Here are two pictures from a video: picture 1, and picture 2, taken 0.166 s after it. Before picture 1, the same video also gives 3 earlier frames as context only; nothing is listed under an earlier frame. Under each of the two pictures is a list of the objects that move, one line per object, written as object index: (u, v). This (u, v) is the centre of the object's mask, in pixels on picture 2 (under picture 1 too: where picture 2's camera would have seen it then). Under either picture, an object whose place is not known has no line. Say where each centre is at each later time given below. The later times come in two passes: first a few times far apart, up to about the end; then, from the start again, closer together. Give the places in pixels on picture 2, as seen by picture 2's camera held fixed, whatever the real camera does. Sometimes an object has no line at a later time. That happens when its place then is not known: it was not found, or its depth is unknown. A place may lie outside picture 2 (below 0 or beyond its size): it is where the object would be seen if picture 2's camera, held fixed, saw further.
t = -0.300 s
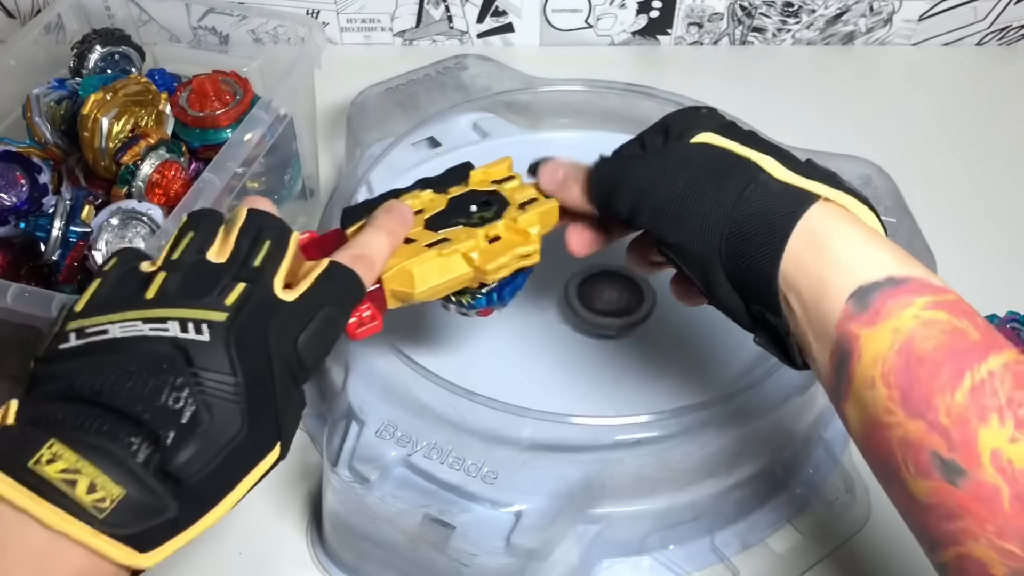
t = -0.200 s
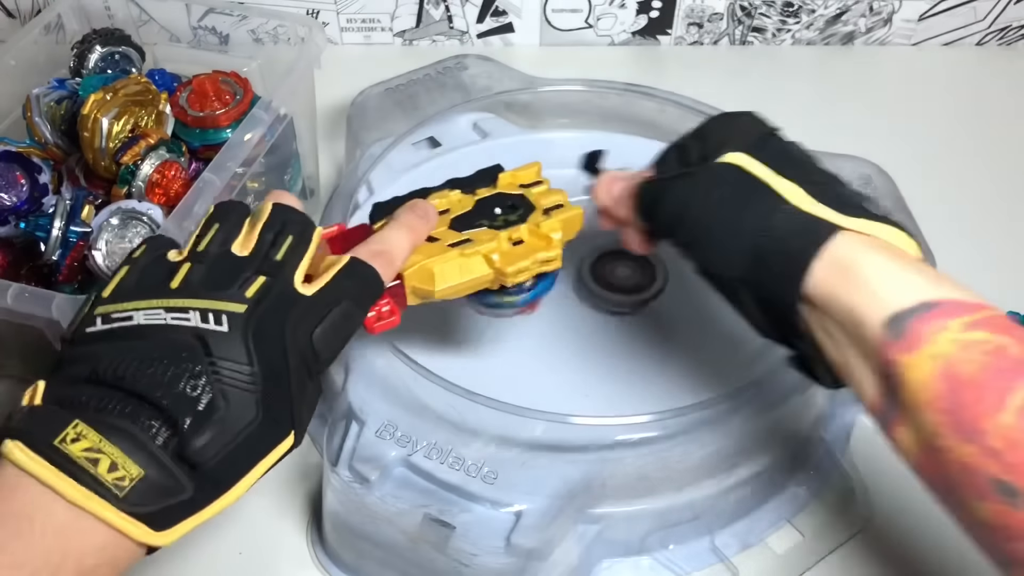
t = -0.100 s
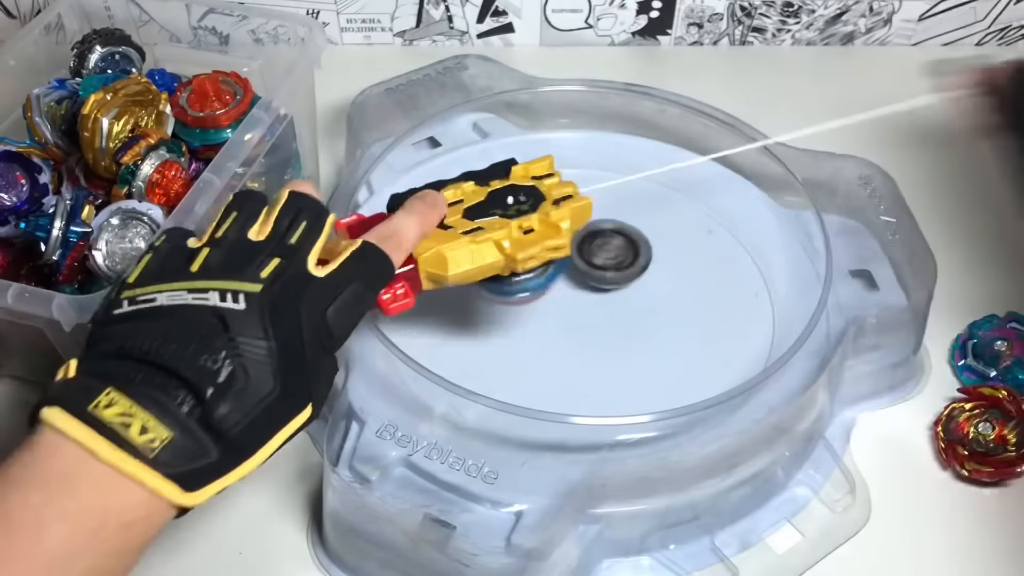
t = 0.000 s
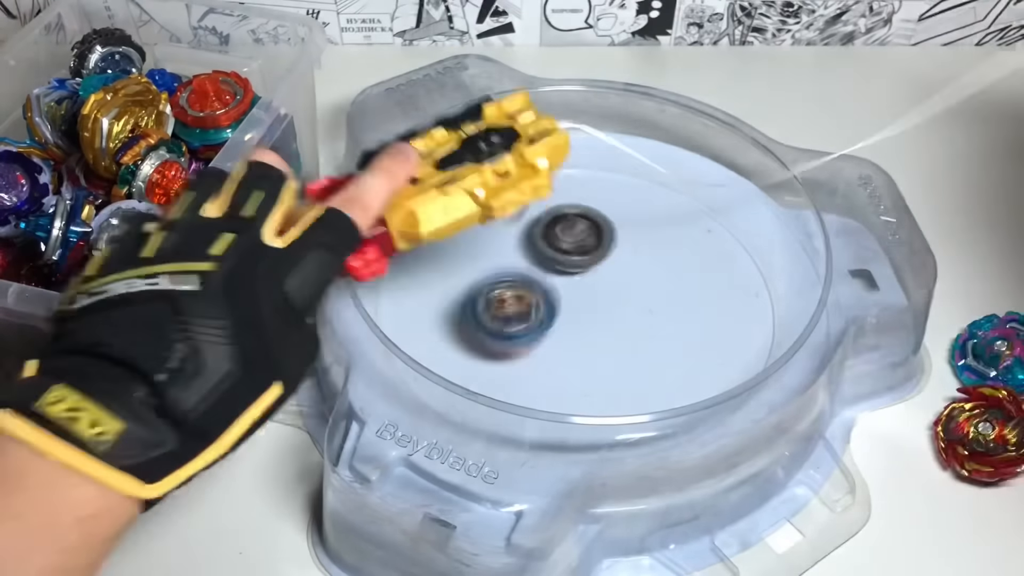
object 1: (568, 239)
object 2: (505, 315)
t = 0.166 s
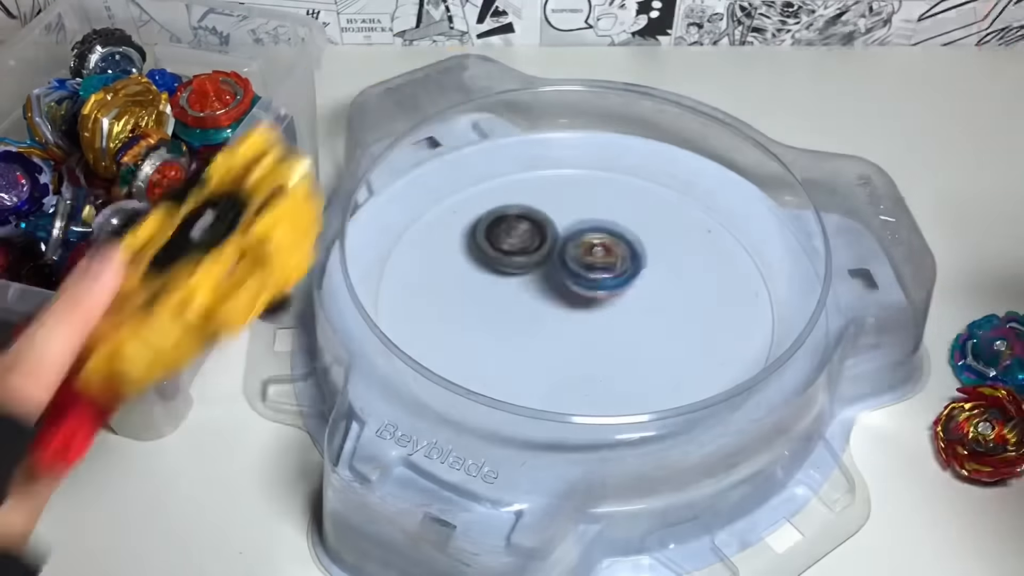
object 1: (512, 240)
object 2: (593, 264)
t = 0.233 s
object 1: (499, 256)
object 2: (618, 265)
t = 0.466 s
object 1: (535, 342)
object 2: (595, 198)
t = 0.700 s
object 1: (673, 329)
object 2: (467, 245)
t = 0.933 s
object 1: (661, 233)
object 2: (478, 388)
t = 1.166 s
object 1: (515, 212)
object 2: (718, 380)
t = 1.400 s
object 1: (449, 315)
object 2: (691, 189)
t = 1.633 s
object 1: (622, 397)
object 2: (426, 195)
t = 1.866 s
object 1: (741, 285)
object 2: (555, 426)
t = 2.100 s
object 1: (599, 166)
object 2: (766, 273)
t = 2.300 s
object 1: (428, 200)
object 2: (598, 153)
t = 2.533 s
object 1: (483, 399)
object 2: (383, 300)
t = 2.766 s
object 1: (758, 314)
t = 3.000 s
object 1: (565, 155)
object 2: (715, 208)
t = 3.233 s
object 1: (390, 301)
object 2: (493, 192)
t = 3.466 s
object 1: (660, 408)
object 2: (405, 346)
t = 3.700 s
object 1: (732, 228)
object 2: (669, 411)
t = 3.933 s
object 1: (522, 161)
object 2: (727, 247)
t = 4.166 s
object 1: (394, 298)
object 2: (542, 166)
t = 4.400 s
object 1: (584, 416)
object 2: (389, 264)
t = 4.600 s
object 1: (744, 326)
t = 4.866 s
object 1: (643, 175)
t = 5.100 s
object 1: (433, 194)
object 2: (522, 161)
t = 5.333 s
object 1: (444, 369)
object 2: (431, 259)
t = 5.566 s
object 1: (672, 384)
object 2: (579, 361)
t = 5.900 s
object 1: (752, 194)
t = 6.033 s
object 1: (664, 205)
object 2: (566, 246)
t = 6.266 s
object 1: (580, 257)
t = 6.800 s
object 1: (644, 262)
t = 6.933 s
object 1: (610, 258)
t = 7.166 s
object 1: (527, 235)
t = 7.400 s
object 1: (503, 242)
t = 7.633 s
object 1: (536, 284)
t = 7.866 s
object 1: (657, 212)
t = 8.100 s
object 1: (640, 189)
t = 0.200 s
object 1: (505, 246)
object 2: (610, 277)
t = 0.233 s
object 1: (499, 256)
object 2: (618, 265)
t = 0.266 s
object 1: (494, 269)
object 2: (620, 239)
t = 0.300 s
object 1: (492, 282)
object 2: (623, 221)
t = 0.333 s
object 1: (492, 295)
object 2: (625, 216)
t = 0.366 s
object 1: (497, 309)
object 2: (627, 223)
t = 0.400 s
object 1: (507, 324)
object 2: (619, 212)
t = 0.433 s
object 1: (520, 330)
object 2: (607, 200)
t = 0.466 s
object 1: (535, 342)
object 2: (595, 198)
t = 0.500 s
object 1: (554, 350)
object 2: (583, 208)
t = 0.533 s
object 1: (575, 354)
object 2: (567, 206)
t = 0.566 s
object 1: (598, 356)
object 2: (546, 203)
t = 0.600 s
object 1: (620, 352)
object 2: (527, 212)
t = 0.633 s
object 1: (642, 349)
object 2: (508, 226)
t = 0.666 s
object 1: (657, 335)
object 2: (488, 229)
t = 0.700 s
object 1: (673, 329)
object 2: (467, 245)
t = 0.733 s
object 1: (686, 315)
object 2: (451, 264)
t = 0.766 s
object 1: (695, 299)
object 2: (442, 278)
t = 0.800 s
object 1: (697, 282)
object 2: (434, 304)
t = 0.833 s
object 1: (696, 268)
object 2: (436, 322)
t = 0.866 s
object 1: (688, 253)
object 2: (444, 345)
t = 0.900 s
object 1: (676, 242)
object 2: (458, 366)
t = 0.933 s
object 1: (661, 233)
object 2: (478, 388)
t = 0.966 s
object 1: (646, 225)
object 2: (506, 404)
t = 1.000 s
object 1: (626, 218)
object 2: (537, 416)
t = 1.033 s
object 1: (605, 212)
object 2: (574, 423)
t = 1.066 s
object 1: (582, 207)
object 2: (614, 421)
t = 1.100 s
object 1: (558, 207)
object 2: (652, 413)
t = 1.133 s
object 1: (535, 207)
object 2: (688, 400)
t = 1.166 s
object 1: (515, 212)
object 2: (718, 380)
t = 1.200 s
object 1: (497, 219)
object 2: (742, 355)
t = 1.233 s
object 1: (481, 228)
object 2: (758, 327)
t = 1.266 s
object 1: (468, 239)
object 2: (764, 298)
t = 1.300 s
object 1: (456, 254)
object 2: (759, 266)
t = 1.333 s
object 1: (449, 272)
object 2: (744, 238)
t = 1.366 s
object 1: (445, 291)
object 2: (720, 211)
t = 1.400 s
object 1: (449, 315)
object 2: (691, 189)
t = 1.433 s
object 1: (458, 336)
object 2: (657, 171)
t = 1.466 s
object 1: (475, 358)
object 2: (618, 162)
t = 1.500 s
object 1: (496, 376)
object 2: (577, 157)
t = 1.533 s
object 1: (523, 393)
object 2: (537, 155)
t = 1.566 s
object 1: (553, 397)
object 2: (496, 159)
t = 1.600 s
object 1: (590, 408)
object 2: (461, 173)
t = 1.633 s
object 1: (622, 397)
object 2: (426, 195)
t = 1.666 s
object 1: (656, 392)
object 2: (401, 224)
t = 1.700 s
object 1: (682, 378)
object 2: (388, 263)
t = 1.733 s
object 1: (701, 362)
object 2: (386, 305)
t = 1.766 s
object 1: (717, 351)
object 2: (405, 348)
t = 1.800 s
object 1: (732, 331)
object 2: (444, 386)
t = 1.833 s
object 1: (739, 309)
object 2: (496, 412)
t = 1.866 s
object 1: (741, 285)
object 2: (555, 426)
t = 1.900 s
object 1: (732, 261)
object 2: (615, 423)
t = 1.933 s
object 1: (721, 241)
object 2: (670, 412)
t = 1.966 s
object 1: (705, 220)
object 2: (712, 393)
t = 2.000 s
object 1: (682, 202)
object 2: (742, 366)
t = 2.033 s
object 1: (658, 188)
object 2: (761, 336)
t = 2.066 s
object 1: (630, 176)
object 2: (767, 305)
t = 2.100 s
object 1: (599, 166)
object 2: (766, 273)
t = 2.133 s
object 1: (570, 162)
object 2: (754, 243)
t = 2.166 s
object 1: (539, 160)
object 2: (735, 217)
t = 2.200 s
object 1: (509, 163)
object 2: (708, 193)
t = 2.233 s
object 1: (478, 171)
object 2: (675, 175)
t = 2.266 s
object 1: (450, 182)
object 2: (638, 162)
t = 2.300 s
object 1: (428, 200)
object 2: (598, 153)
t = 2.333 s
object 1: (407, 224)
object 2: (553, 151)
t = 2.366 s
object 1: (392, 250)
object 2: (509, 157)
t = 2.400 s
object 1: (391, 280)
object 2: (468, 170)
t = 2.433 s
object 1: (392, 313)
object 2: (430, 190)
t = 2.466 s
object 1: (414, 345)
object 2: (402, 222)
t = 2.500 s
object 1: (442, 377)
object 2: (384, 258)
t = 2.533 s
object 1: (483, 399)
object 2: (383, 300)
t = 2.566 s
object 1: (533, 417)
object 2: (399, 343)
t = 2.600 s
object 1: (586, 421)
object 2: (437, 383)
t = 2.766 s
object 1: (758, 314)
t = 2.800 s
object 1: (758, 276)
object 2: (743, 363)
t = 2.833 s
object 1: (743, 243)
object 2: (760, 335)
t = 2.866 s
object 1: (721, 211)
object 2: (765, 305)
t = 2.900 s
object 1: (686, 187)
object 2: (764, 276)
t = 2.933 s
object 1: (647, 169)
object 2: (754, 249)
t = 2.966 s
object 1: (608, 158)
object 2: (738, 227)
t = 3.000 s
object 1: (565, 155)
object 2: (715, 208)
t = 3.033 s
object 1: (523, 158)
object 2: (690, 192)
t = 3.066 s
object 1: (483, 168)
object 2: (659, 182)
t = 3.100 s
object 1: (449, 185)
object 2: (625, 175)
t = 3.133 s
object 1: (423, 209)
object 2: (590, 173)
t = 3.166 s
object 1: (401, 235)
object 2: (556, 176)
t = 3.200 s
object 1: (391, 266)
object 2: (525, 181)
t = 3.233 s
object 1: (390, 301)
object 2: (493, 192)
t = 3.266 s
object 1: (404, 335)
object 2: (465, 206)
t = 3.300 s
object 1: (432, 368)
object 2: (440, 224)
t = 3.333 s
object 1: (468, 394)
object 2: (421, 244)
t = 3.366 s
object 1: (514, 411)
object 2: (407, 267)
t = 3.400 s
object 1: (563, 421)
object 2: (401, 291)
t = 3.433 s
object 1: (612, 419)
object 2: (399, 317)
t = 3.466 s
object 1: (660, 408)
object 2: (405, 346)
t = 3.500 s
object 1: (700, 389)
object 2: (428, 371)
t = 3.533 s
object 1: (731, 367)
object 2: (463, 391)
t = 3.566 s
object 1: (751, 340)
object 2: (502, 409)
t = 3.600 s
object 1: (760, 309)
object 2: (545, 422)
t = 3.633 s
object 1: (761, 280)
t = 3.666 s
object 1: (752, 251)
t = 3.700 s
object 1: (732, 228)
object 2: (669, 411)
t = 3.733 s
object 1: (708, 206)
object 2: (702, 395)
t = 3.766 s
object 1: (682, 189)
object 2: (726, 374)
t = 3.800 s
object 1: (653, 174)
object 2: (744, 349)
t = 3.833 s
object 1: (622, 163)
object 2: (752, 323)
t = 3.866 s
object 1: (589, 155)
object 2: (750, 296)
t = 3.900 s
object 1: (555, 156)
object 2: (741, 270)
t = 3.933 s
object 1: (522, 161)
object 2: (727, 247)
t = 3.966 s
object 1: (491, 169)
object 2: (710, 226)
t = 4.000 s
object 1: (461, 182)
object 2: (688, 209)
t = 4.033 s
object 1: (434, 198)
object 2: (661, 192)
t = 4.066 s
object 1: (411, 218)
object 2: (632, 182)
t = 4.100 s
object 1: (397, 243)
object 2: (603, 171)
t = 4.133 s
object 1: (394, 270)
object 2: (572, 167)
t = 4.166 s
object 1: (394, 298)
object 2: (542, 166)
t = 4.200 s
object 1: (401, 324)
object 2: (514, 167)
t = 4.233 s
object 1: (416, 350)
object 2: (486, 170)
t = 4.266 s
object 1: (438, 374)
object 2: (458, 180)
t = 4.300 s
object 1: (468, 392)
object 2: (432, 194)
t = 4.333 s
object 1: (505, 404)
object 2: (412, 212)
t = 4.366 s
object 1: (544, 414)
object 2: (397, 237)
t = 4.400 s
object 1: (584, 416)
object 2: (389, 264)
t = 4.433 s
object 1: (623, 412)
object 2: (387, 292)
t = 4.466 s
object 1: (658, 403)
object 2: (393, 324)
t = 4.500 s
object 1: (690, 388)
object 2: (410, 356)
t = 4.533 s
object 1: (713, 368)
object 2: (443, 384)
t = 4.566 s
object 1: (732, 348)
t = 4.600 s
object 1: (744, 326)
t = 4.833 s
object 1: (669, 186)
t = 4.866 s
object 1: (643, 175)
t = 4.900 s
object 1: (615, 167)
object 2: (731, 212)
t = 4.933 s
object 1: (586, 164)
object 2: (698, 188)
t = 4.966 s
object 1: (557, 163)
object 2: (659, 168)
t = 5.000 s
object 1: (530, 167)
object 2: (616, 158)
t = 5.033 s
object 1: (497, 172)
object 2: (580, 155)
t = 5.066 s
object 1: (464, 181)
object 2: (550, 157)
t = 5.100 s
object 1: (433, 194)
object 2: (522, 161)
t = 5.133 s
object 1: (412, 216)
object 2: (497, 167)
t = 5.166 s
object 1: (401, 242)
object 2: (474, 173)
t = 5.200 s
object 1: (395, 269)
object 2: (456, 184)
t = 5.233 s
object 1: (391, 296)
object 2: (442, 200)
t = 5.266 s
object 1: (395, 322)
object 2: (432, 218)
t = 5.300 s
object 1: (418, 347)
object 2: (430, 237)
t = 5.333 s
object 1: (444, 369)
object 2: (431, 259)
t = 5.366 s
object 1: (472, 386)
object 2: (440, 281)
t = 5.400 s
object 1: (504, 398)
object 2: (455, 301)
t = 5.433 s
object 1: (537, 403)
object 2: (475, 321)
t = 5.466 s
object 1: (574, 407)
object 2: (499, 337)
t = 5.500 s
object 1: (608, 404)
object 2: (525, 350)
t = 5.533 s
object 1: (640, 395)
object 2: (553, 358)
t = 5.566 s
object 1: (672, 384)
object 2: (579, 361)
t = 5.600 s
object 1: (715, 377)
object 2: (595, 350)
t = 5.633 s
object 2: (605, 336)
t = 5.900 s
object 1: (752, 194)
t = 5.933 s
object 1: (735, 192)
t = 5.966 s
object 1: (713, 193)
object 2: (598, 245)
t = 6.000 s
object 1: (688, 200)
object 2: (582, 247)
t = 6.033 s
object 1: (664, 205)
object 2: (566, 246)
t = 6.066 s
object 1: (639, 211)
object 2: (552, 251)
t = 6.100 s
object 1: (616, 220)
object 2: (535, 260)
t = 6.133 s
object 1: (607, 225)
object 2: (512, 266)
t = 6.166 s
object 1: (598, 232)
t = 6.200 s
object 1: (590, 240)
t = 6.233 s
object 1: (585, 249)
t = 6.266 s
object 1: (580, 257)
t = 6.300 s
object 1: (576, 268)
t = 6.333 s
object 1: (575, 278)
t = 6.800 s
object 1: (644, 262)
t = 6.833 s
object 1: (637, 258)
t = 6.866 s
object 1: (627, 258)
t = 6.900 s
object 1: (620, 258)
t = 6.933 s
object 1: (610, 258)
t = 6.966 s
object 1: (600, 261)
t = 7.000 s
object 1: (590, 255)
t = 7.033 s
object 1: (577, 248)
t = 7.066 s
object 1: (565, 241)
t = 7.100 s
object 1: (553, 237)
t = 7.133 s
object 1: (540, 236)
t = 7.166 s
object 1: (527, 235)
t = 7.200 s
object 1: (518, 238)
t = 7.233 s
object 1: (512, 234)
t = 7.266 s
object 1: (508, 231)
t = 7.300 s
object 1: (504, 230)
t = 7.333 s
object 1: (502, 233)
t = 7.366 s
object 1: (503, 236)
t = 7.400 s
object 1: (503, 242)
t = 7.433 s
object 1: (505, 248)
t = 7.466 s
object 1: (506, 256)
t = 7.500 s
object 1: (507, 266)
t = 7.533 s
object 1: (508, 274)
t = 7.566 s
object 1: (510, 283)
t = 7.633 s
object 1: (536, 284)
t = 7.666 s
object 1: (562, 275)
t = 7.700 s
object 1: (586, 263)
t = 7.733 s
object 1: (608, 253)
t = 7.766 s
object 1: (626, 240)
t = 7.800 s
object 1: (640, 231)
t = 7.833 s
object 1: (650, 220)
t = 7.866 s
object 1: (657, 212)
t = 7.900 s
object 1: (661, 203)
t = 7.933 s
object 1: (661, 197)
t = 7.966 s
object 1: (661, 190)
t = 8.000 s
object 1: (657, 188)
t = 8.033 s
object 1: (653, 186)
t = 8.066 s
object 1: (646, 187)
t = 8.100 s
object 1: (640, 189)
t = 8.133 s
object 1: (631, 194)
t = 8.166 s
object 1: (622, 199)
